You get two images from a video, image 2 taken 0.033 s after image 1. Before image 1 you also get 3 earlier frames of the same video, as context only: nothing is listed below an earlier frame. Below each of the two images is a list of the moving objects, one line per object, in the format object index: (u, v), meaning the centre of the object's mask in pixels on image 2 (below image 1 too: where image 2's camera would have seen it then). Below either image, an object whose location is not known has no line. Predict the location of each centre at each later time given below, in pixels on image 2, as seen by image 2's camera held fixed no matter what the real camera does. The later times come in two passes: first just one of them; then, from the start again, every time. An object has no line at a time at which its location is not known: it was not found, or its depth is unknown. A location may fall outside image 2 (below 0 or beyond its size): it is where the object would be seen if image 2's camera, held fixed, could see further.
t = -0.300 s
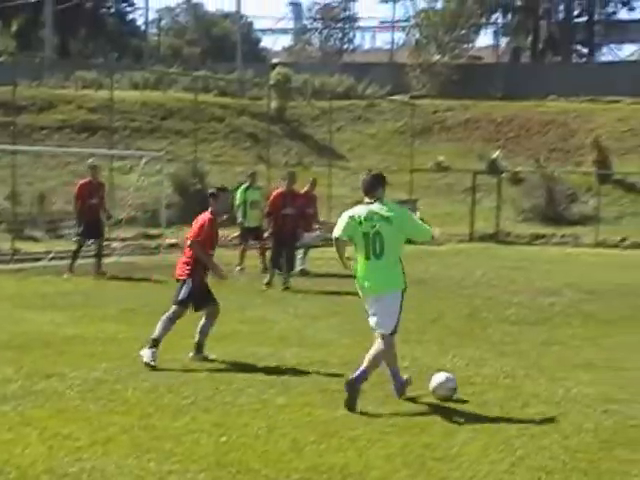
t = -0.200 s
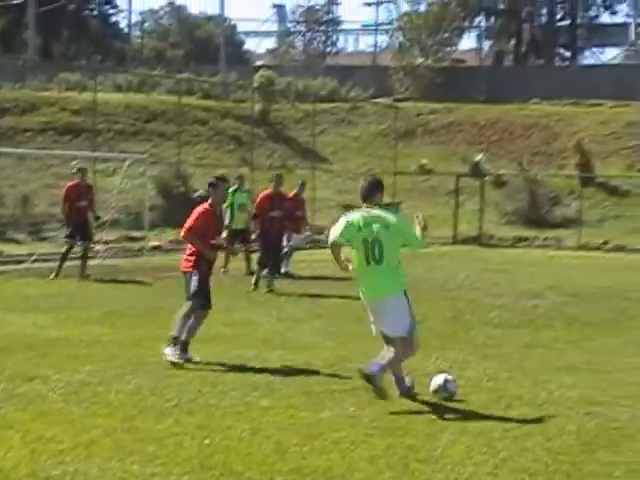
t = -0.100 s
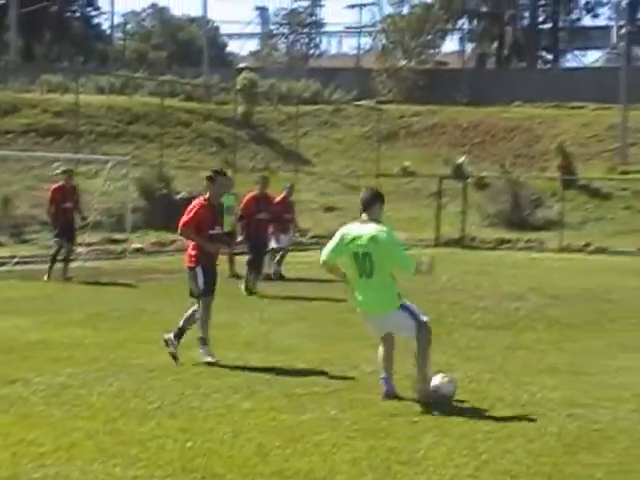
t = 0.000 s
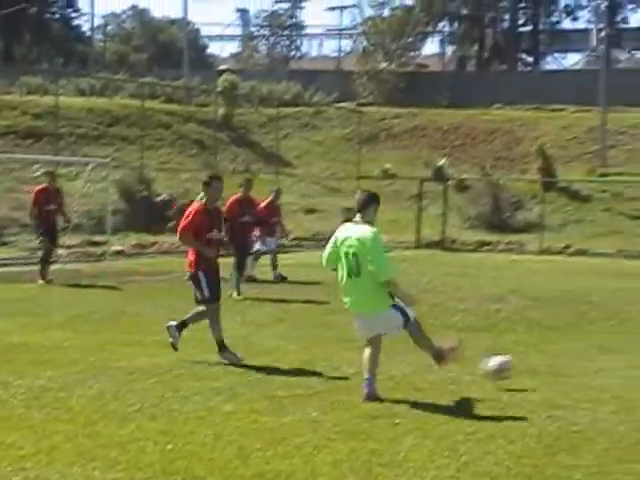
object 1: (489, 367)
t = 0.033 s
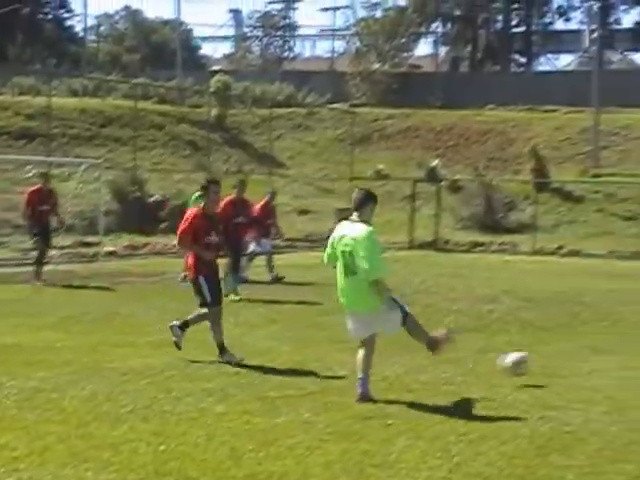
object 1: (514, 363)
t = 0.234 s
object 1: (629, 348)
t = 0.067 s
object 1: (537, 359)
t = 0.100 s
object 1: (559, 357)
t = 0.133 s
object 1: (579, 357)
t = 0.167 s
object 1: (598, 356)
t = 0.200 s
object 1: (613, 352)
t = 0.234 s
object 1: (629, 348)
